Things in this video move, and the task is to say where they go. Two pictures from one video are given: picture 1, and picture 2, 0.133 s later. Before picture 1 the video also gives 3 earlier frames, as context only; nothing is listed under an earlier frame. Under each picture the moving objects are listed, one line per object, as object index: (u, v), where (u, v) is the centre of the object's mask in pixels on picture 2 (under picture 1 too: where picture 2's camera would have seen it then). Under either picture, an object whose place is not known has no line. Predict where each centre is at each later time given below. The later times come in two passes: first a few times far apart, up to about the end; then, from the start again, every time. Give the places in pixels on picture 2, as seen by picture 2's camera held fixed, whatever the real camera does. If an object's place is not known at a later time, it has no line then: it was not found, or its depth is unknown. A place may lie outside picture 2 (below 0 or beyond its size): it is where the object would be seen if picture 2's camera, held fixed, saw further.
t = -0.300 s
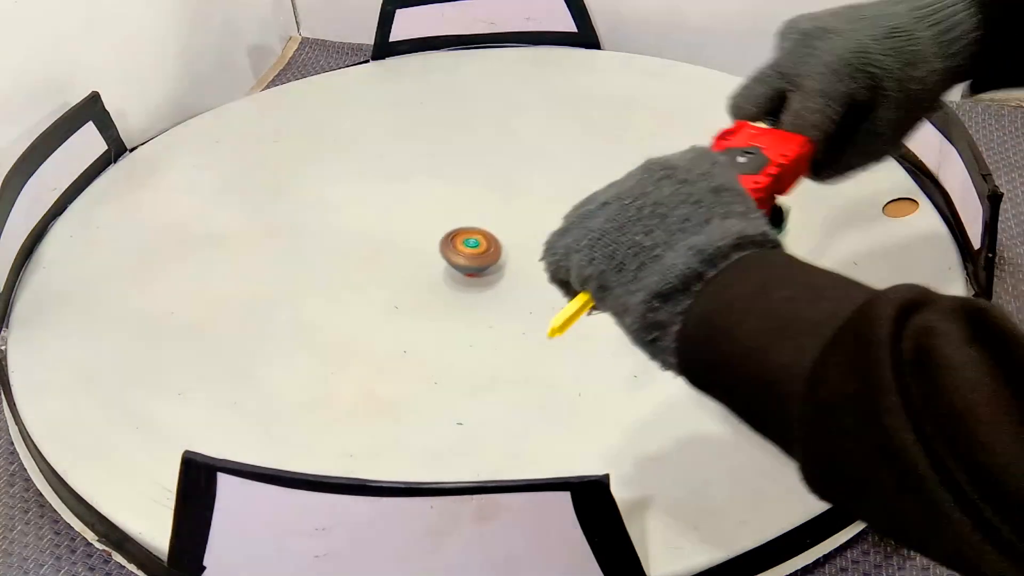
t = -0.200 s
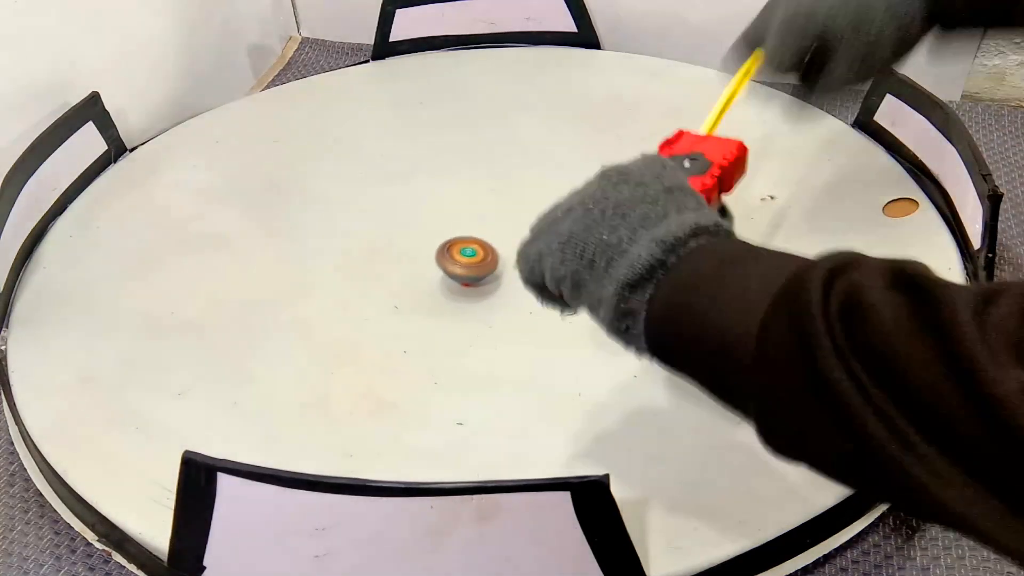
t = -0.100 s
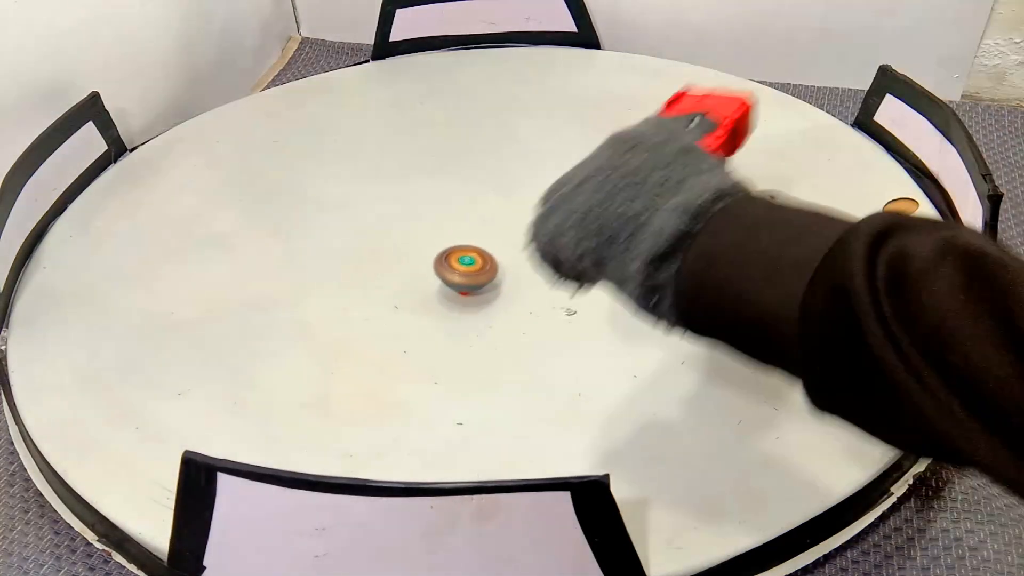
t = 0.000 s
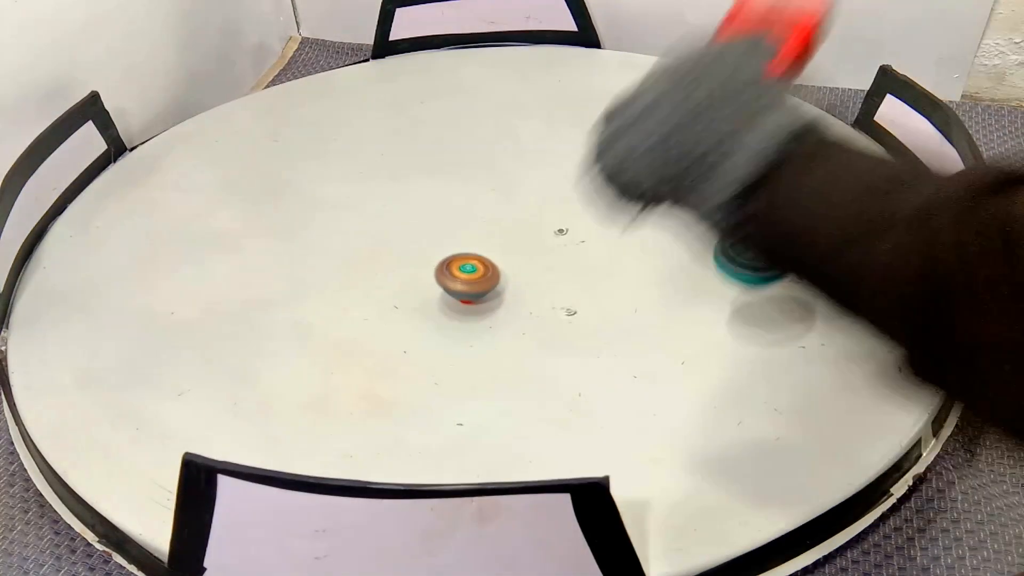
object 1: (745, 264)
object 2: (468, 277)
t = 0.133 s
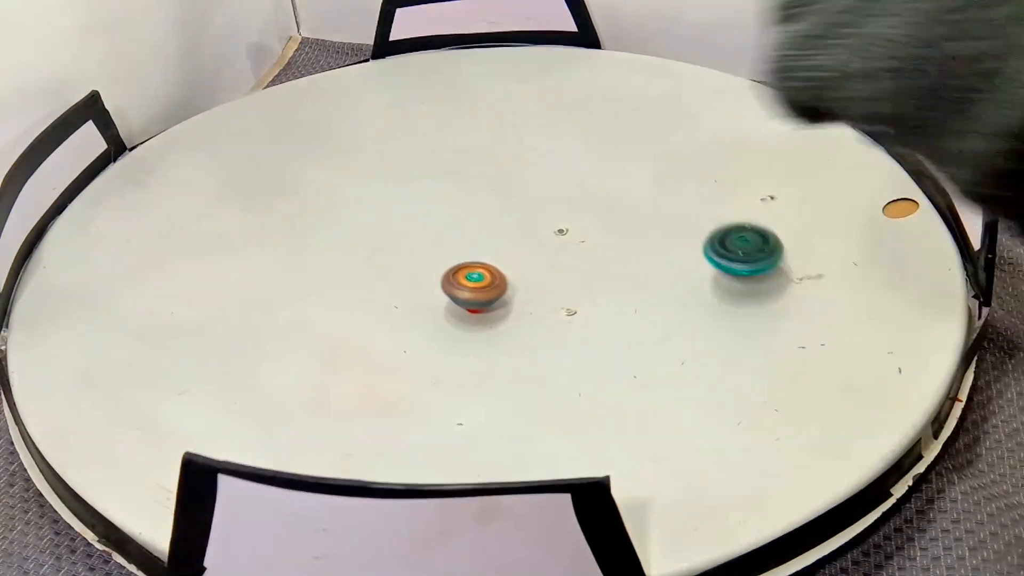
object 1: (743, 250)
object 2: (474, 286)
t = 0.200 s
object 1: (728, 240)
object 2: (479, 290)
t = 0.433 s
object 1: (660, 206)
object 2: (496, 294)
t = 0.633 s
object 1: (596, 198)
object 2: (514, 288)
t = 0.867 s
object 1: (527, 205)
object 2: (533, 270)
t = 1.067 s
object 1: (483, 219)
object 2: (543, 254)
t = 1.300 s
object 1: (442, 231)
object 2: (538, 238)
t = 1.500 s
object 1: (416, 243)
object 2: (526, 226)
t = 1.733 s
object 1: (399, 255)
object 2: (509, 218)
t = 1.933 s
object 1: (395, 263)
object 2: (492, 220)
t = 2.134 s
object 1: (402, 268)
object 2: (476, 231)
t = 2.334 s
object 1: (402, 272)
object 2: (483, 242)
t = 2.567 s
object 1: (407, 276)
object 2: (516, 244)
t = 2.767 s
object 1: (420, 275)
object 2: (540, 245)
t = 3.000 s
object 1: (433, 271)
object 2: (556, 243)
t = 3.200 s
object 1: (448, 265)
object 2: (559, 241)
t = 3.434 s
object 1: (465, 258)
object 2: (551, 240)
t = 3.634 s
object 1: (474, 254)
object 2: (543, 238)
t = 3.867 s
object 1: (457, 255)
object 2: (549, 233)
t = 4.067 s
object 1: (455, 258)
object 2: (546, 230)
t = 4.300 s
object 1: (456, 259)
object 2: (535, 228)
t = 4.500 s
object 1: (457, 259)
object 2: (526, 229)
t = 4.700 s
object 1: (459, 259)
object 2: (519, 234)
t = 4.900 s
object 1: (445, 261)
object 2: (537, 234)
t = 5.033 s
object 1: (448, 261)
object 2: (546, 233)
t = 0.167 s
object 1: (736, 248)
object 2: (476, 288)
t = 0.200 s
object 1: (728, 240)
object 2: (479, 290)
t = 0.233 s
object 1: (719, 234)
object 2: (481, 291)
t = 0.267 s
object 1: (709, 227)
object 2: (483, 292)
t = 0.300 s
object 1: (700, 221)
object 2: (485, 293)
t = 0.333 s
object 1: (691, 216)
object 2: (488, 294)
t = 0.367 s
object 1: (681, 212)
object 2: (490, 294)
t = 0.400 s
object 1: (671, 208)
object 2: (493, 294)
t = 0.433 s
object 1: (660, 206)
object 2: (496, 294)
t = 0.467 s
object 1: (650, 203)
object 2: (499, 293)
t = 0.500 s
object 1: (640, 202)
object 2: (502, 293)
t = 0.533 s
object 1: (629, 200)
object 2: (505, 292)
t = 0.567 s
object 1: (618, 199)
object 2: (508, 291)
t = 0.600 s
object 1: (607, 199)
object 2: (511, 290)
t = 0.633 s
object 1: (596, 198)
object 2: (514, 288)
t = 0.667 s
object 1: (586, 198)
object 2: (517, 286)
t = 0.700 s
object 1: (575, 198)
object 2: (519, 284)
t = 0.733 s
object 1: (565, 199)
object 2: (522, 281)
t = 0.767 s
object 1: (554, 199)
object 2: (525, 279)
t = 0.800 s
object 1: (544, 201)
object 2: (528, 276)
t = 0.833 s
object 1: (536, 203)
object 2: (530, 273)
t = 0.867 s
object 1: (527, 205)
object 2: (533, 270)
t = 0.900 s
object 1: (518, 208)
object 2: (535, 268)
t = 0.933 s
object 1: (511, 210)
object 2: (537, 265)
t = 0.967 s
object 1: (504, 212)
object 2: (539, 262)
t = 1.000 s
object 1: (497, 215)
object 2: (541, 260)
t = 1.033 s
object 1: (490, 217)
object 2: (542, 257)
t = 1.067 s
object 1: (483, 219)
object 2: (543, 254)
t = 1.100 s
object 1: (477, 221)
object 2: (543, 252)
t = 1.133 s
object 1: (471, 222)
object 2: (543, 249)
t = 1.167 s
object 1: (465, 224)
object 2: (542, 247)
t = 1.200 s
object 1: (459, 226)
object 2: (541, 244)
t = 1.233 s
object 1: (453, 228)
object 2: (541, 242)
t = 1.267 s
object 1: (448, 229)
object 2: (540, 240)
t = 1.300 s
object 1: (442, 231)
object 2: (538, 238)
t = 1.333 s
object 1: (437, 233)
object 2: (537, 236)
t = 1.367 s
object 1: (433, 235)
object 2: (535, 234)
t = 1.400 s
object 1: (428, 237)
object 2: (533, 231)
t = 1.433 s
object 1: (424, 239)
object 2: (531, 230)
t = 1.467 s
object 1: (420, 240)
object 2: (528, 228)
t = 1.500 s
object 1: (416, 243)
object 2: (526, 226)
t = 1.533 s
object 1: (413, 244)
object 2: (524, 224)
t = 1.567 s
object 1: (410, 246)
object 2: (521, 223)
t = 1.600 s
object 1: (407, 248)
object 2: (519, 222)
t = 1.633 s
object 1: (404, 250)
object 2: (517, 221)
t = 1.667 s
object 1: (402, 252)
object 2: (515, 219)
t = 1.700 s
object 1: (400, 253)
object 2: (512, 219)
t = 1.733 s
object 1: (399, 255)
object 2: (509, 218)
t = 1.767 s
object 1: (397, 256)
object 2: (506, 218)
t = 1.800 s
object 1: (396, 258)
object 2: (503, 218)
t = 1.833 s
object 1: (395, 259)
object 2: (500, 218)
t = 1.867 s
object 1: (395, 260)
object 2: (497, 219)
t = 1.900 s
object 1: (394, 262)
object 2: (495, 220)
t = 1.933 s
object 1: (395, 263)
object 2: (492, 220)
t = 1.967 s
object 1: (395, 264)
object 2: (489, 222)
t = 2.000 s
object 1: (396, 265)
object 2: (486, 223)
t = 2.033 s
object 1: (397, 266)
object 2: (484, 224)
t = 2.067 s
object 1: (398, 267)
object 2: (481, 226)
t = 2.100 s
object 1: (400, 268)
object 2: (479, 229)
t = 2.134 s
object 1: (402, 268)
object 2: (476, 231)
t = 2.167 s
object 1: (404, 268)
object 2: (475, 234)
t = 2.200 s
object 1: (406, 268)
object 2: (473, 236)
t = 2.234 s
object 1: (408, 268)
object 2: (471, 239)
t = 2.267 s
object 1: (411, 268)
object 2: (469, 241)
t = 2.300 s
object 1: (407, 270)
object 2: (475, 242)
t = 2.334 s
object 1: (402, 272)
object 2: (483, 242)
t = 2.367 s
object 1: (400, 273)
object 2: (488, 241)
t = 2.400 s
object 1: (400, 274)
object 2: (494, 242)
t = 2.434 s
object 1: (400, 274)
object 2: (498, 243)
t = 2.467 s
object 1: (402, 275)
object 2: (503, 244)
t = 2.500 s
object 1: (403, 275)
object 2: (507, 244)
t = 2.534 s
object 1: (405, 275)
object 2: (512, 245)
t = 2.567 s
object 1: (407, 276)
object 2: (516, 244)
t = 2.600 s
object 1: (409, 276)
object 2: (521, 245)
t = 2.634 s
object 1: (411, 276)
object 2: (525, 245)
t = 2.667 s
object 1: (414, 275)
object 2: (529, 245)
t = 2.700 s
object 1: (416, 275)
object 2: (533, 246)
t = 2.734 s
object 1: (418, 275)
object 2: (536, 245)
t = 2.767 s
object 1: (420, 275)
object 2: (540, 245)
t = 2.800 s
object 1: (422, 274)
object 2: (543, 245)
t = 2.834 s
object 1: (423, 274)
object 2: (546, 245)
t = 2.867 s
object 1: (425, 273)
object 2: (549, 244)
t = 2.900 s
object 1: (427, 273)
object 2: (551, 244)
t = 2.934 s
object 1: (429, 272)
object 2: (553, 244)
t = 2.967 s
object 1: (431, 271)
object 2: (555, 244)
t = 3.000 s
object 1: (433, 271)
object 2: (556, 243)
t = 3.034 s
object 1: (435, 270)
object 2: (558, 243)
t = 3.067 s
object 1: (438, 269)
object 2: (559, 243)
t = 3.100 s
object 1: (440, 268)
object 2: (559, 243)
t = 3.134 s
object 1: (443, 267)
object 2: (560, 242)
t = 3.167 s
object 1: (445, 266)
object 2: (560, 242)
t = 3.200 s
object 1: (448, 265)
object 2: (559, 241)
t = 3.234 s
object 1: (450, 264)
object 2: (559, 241)
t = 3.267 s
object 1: (452, 263)
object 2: (558, 241)
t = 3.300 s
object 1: (455, 262)
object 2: (557, 241)
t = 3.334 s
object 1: (457, 261)
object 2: (556, 241)
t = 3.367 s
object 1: (460, 260)
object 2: (555, 240)
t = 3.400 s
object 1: (463, 259)
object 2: (553, 240)
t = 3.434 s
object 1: (465, 258)
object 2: (551, 240)
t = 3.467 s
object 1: (468, 257)
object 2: (549, 240)
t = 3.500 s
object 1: (470, 256)
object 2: (547, 240)
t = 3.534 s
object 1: (473, 255)
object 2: (545, 240)
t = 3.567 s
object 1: (475, 254)
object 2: (542, 240)
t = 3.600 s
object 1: (474, 254)
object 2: (543, 239)
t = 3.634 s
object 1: (474, 254)
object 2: (543, 238)
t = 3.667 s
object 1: (474, 254)
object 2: (541, 238)
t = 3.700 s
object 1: (475, 253)
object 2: (540, 238)
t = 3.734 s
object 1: (474, 253)
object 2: (540, 237)
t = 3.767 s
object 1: (465, 254)
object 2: (546, 235)
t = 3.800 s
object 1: (461, 254)
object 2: (549, 234)
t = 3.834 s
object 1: (458, 254)
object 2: (549, 233)
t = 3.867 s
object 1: (457, 255)
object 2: (549, 233)
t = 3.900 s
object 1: (456, 255)
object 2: (549, 232)
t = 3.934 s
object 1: (456, 256)
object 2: (549, 232)
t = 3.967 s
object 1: (455, 257)
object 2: (548, 231)
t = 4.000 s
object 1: (455, 257)
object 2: (547, 231)
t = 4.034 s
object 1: (455, 257)
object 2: (546, 231)
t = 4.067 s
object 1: (455, 258)
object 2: (546, 230)
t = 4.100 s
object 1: (455, 258)
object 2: (545, 230)
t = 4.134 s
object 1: (455, 258)
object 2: (543, 229)
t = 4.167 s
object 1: (455, 259)
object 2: (542, 229)
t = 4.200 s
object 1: (455, 259)
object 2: (540, 229)
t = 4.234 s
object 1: (455, 259)
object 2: (538, 228)
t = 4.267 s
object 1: (455, 259)
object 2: (537, 228)
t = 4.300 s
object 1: (456, 259)
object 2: (535, 228)
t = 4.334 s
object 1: (456, 259)
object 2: (534, 228)
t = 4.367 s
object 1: (456, 259)
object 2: (532, 228)
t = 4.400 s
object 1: (456, 259)
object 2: (531, 228)
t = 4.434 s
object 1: (457, 259)
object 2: (529, 228)
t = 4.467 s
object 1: (457, 259)
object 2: (528, 228)
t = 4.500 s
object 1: (457, 259)
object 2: (526, 229)
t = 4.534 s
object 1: (458, 259)
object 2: (525, 229)
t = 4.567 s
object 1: (458, 259)
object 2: (524, 230)
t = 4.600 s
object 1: (458, 259)
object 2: (522, 231)
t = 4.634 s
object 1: (458, 259)
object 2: (521, 231)
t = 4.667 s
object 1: (459, 259)
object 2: (520, 233)
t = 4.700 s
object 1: (459, 259)
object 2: (519, 234)
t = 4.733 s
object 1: (459, 259)
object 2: (518, 235)
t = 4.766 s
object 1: (456, 260)
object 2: (522, 235)
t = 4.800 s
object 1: (450, 261)
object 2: (527, 234)
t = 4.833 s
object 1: (447, 262)
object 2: (531, 234)
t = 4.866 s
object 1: (446, 261)
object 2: (534, 234)
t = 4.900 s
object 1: (445, 261)
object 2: (537, 234)
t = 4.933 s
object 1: (445, 261)
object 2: (539, 234)
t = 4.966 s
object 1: (446, 261)
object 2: (541, 234)
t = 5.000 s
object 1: (447, 261)
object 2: (544, 234)
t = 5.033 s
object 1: (448, 261)
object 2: (546, 233)
